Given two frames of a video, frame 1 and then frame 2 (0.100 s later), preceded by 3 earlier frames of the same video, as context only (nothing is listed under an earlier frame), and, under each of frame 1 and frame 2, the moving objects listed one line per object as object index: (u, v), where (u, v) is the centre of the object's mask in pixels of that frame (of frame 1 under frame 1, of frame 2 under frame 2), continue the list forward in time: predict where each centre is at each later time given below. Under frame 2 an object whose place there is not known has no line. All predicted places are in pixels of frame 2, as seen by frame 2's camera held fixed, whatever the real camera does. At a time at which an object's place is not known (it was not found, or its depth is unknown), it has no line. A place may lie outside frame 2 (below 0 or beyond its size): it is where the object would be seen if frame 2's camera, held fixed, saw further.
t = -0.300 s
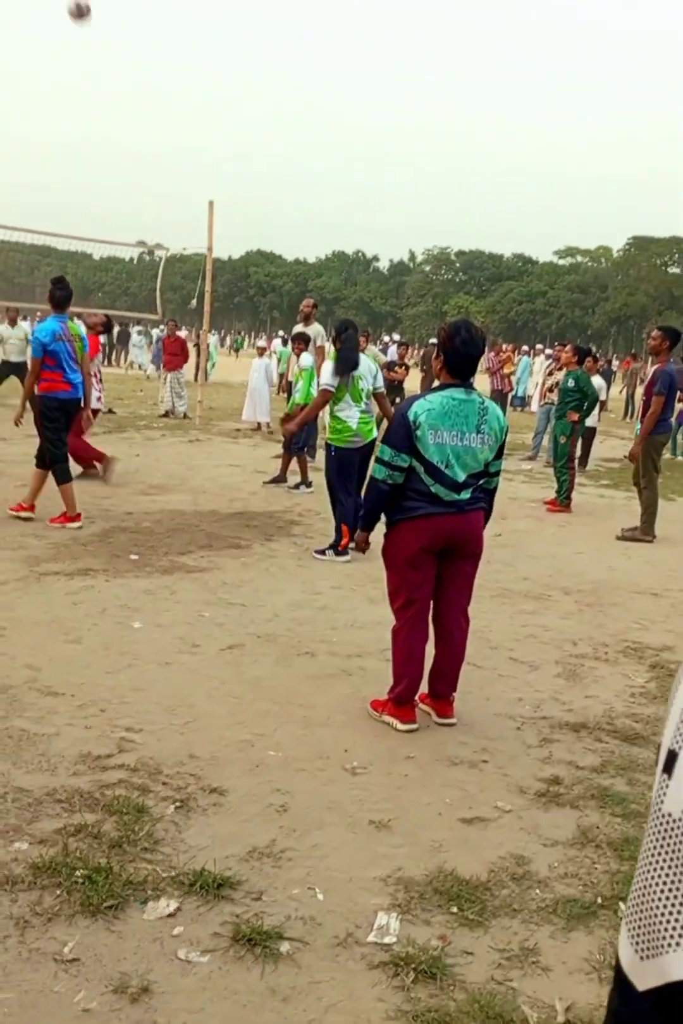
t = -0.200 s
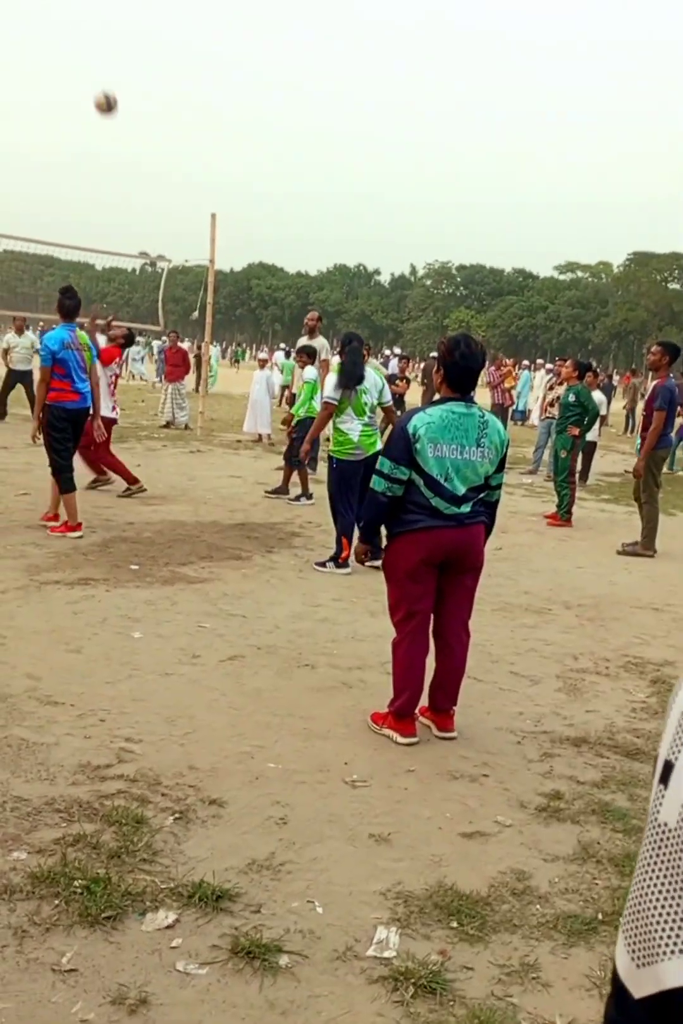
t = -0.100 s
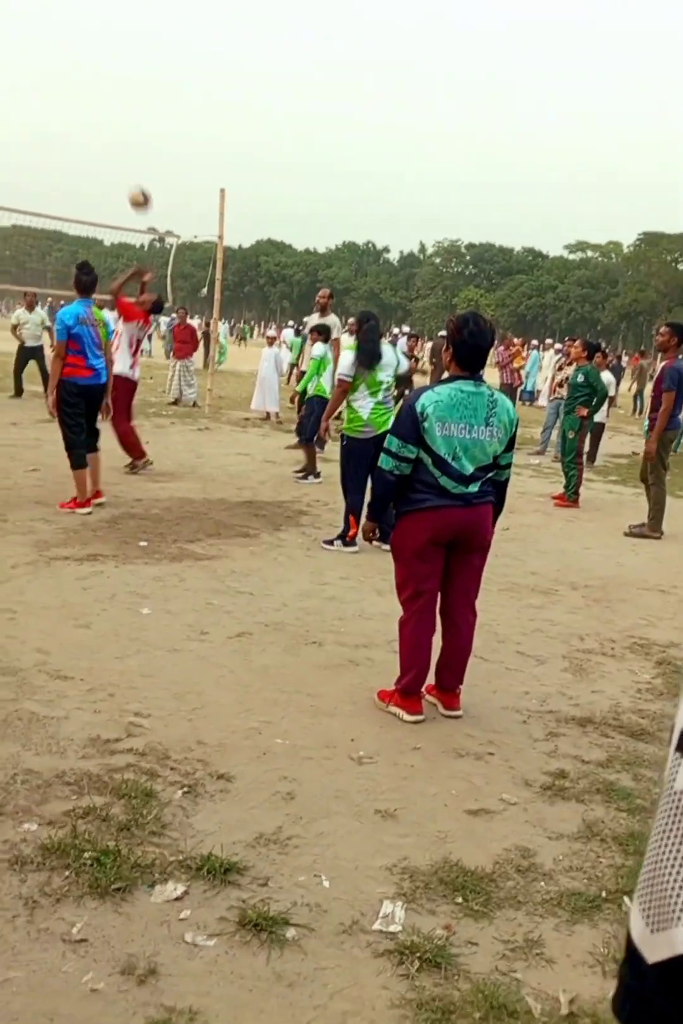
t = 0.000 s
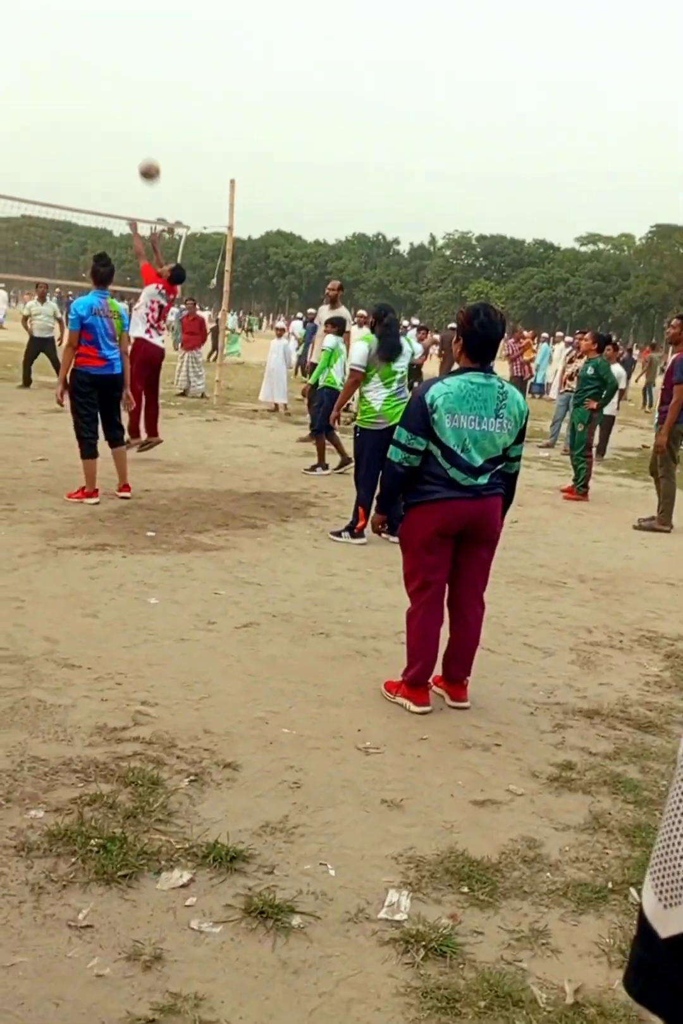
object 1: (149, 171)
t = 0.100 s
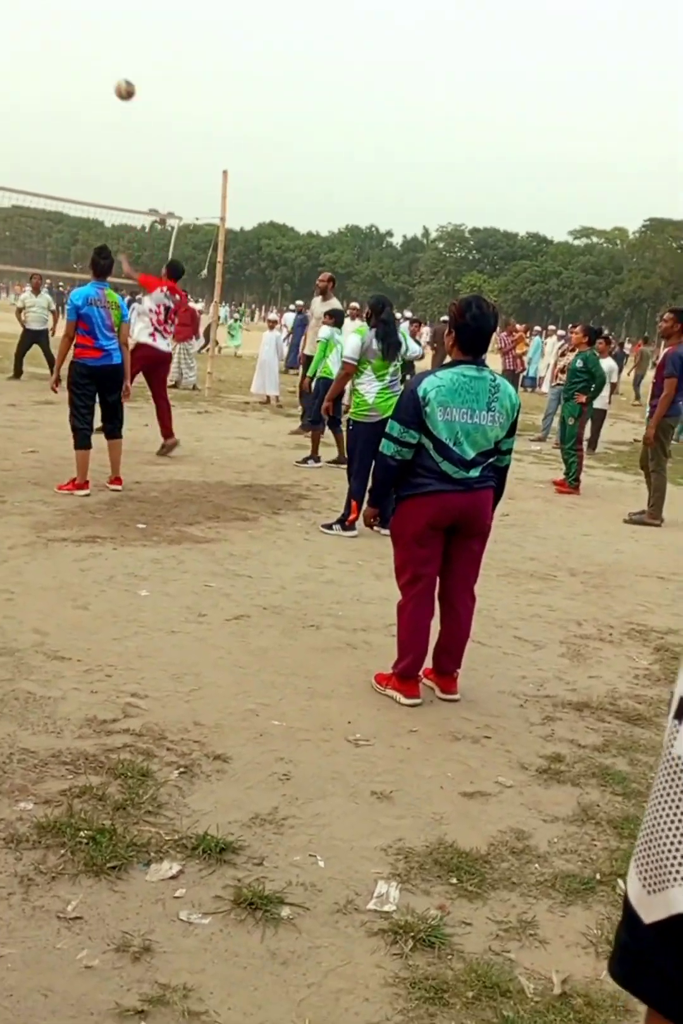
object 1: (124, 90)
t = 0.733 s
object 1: (31, 234)
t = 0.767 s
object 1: (29, 248)
